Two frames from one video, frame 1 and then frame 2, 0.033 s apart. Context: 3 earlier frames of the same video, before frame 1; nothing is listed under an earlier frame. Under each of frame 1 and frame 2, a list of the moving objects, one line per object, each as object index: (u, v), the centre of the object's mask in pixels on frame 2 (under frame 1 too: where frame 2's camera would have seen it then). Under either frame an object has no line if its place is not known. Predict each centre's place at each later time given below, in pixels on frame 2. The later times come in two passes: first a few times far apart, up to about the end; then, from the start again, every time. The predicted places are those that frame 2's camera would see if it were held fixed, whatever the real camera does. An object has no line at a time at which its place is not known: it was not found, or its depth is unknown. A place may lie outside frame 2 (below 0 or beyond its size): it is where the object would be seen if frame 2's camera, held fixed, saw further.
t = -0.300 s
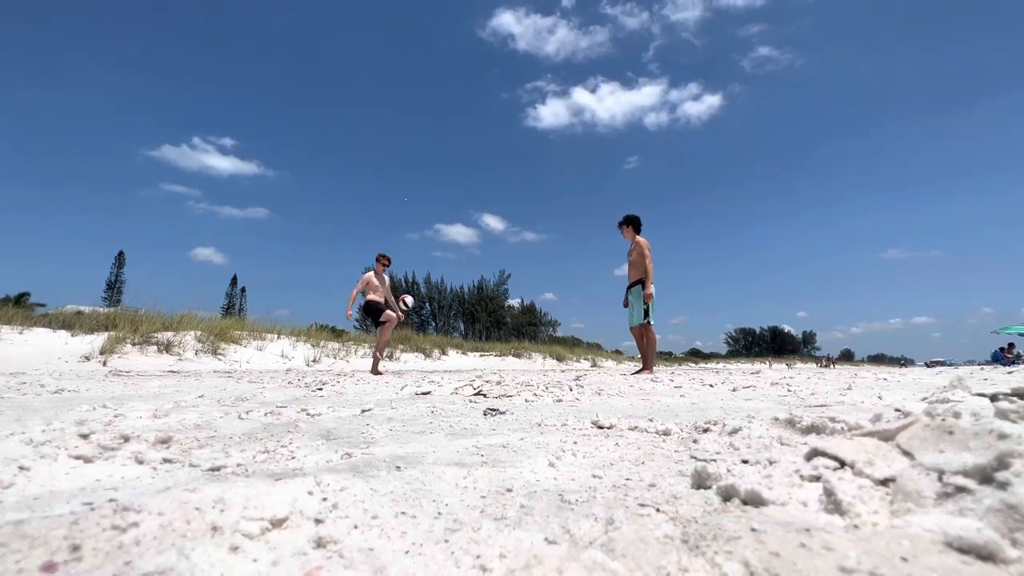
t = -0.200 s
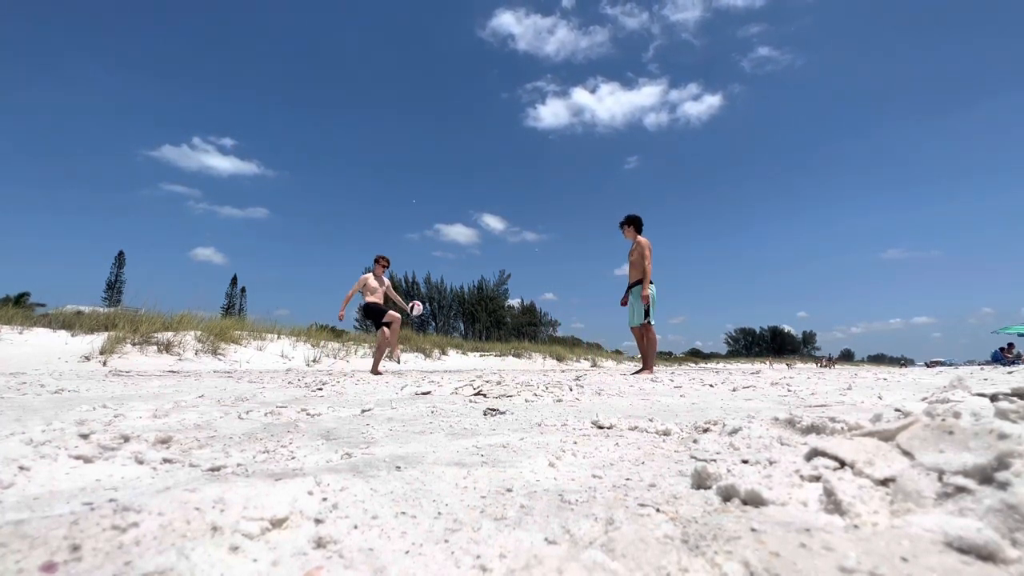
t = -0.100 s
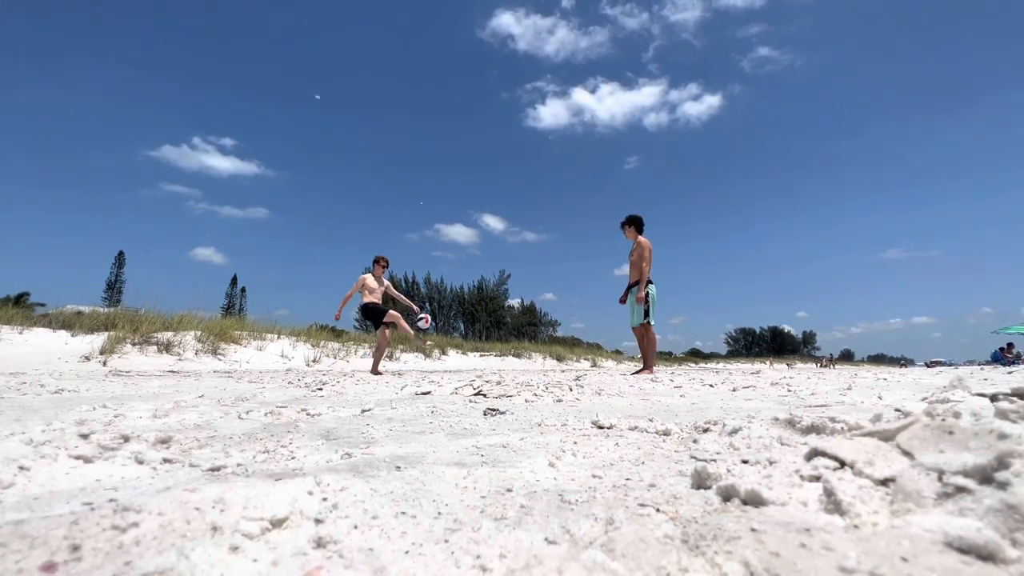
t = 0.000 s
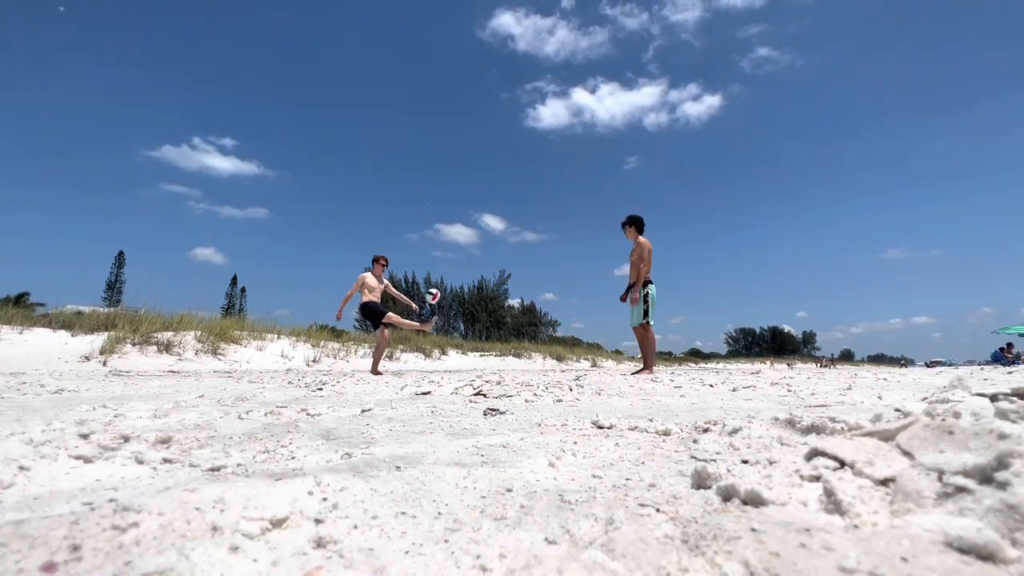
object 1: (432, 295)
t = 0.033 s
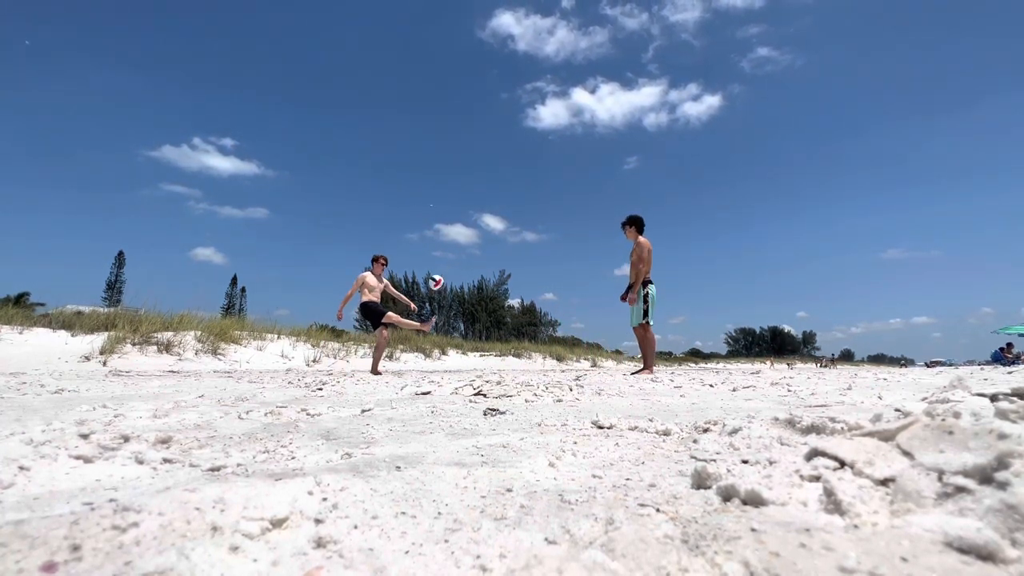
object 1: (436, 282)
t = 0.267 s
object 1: (456, 207)
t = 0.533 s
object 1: (478, 168)
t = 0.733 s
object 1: (495, 170)
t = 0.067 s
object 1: (439, 269)
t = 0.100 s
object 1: (442, 257)
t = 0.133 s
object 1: (445, 245)
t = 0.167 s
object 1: (448, 234)
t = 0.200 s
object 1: (451, 225)
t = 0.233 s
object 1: (454, 216)
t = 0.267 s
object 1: (456, 207)
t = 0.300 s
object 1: (458, 199)
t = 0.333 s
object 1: (460, 192)
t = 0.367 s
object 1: (463, 186)
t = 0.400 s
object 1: (468, 182)
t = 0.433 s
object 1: (471, 177)
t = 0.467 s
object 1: (473, 173)
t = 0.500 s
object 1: (476, 170)
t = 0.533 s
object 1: (478, 168)
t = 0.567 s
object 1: (481, 166)
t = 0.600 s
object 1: (484, 165)
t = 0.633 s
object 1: (487, 165)
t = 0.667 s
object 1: (490, 166)
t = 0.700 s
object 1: (493, 167)
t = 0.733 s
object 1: (495, 170)
